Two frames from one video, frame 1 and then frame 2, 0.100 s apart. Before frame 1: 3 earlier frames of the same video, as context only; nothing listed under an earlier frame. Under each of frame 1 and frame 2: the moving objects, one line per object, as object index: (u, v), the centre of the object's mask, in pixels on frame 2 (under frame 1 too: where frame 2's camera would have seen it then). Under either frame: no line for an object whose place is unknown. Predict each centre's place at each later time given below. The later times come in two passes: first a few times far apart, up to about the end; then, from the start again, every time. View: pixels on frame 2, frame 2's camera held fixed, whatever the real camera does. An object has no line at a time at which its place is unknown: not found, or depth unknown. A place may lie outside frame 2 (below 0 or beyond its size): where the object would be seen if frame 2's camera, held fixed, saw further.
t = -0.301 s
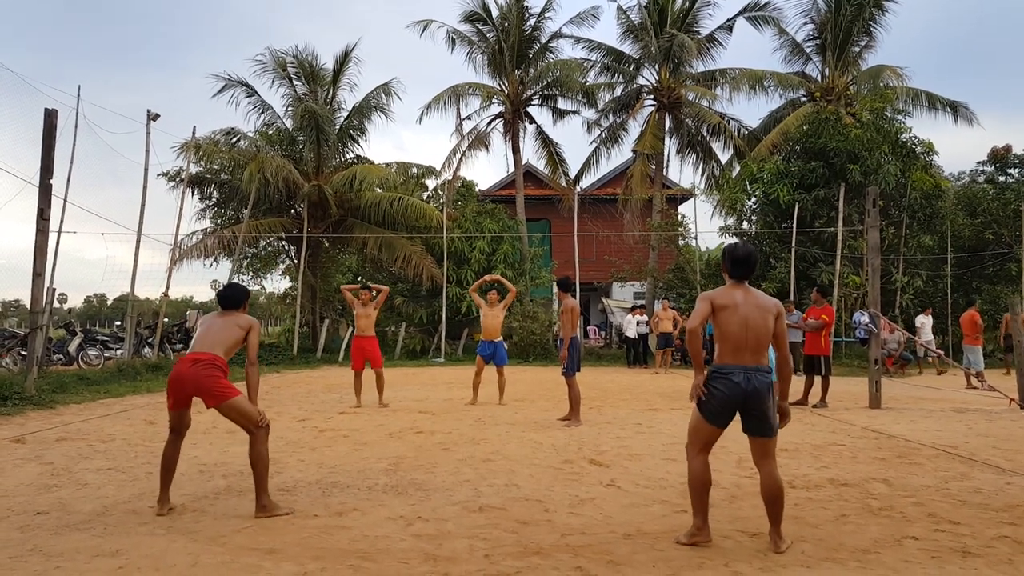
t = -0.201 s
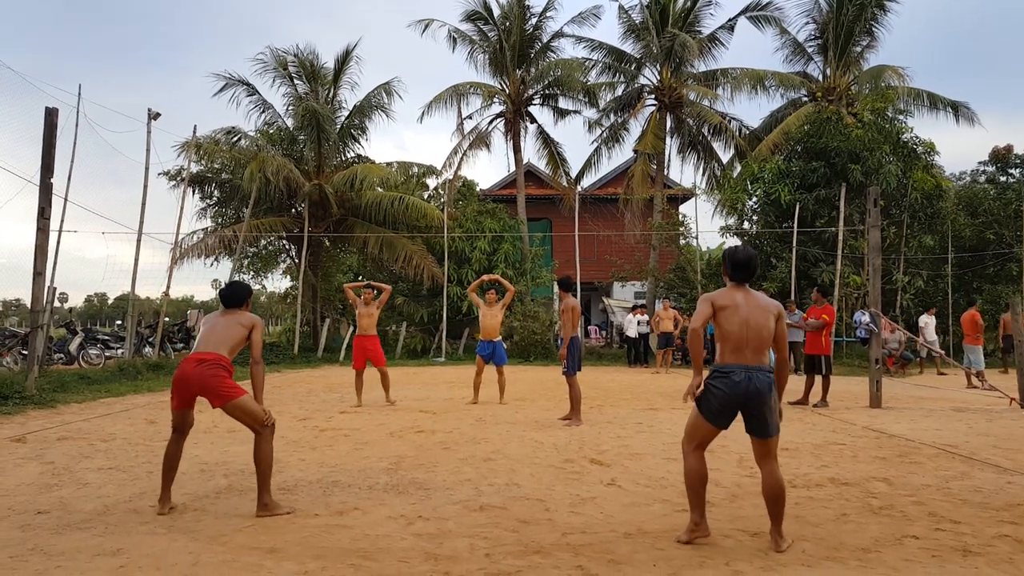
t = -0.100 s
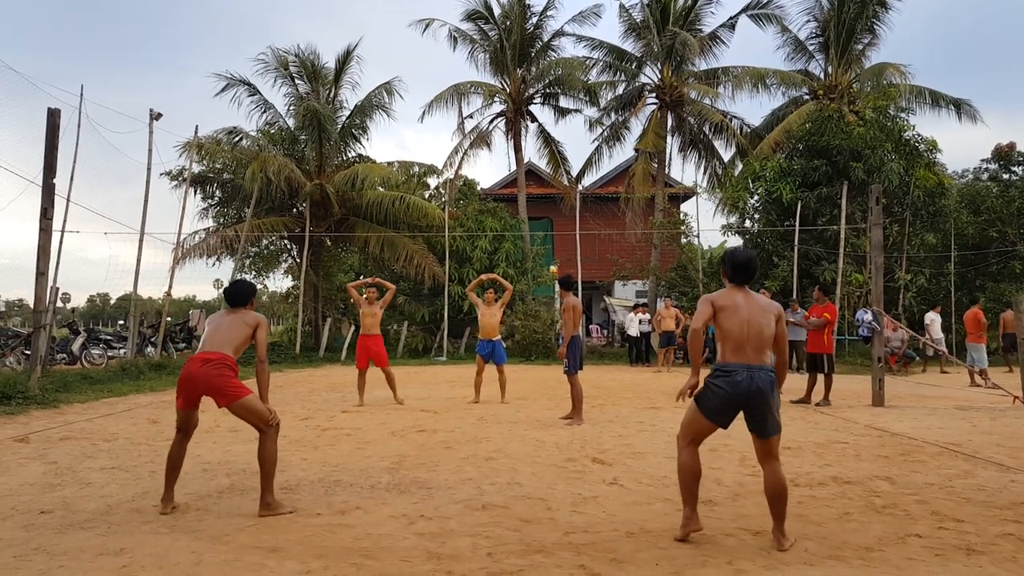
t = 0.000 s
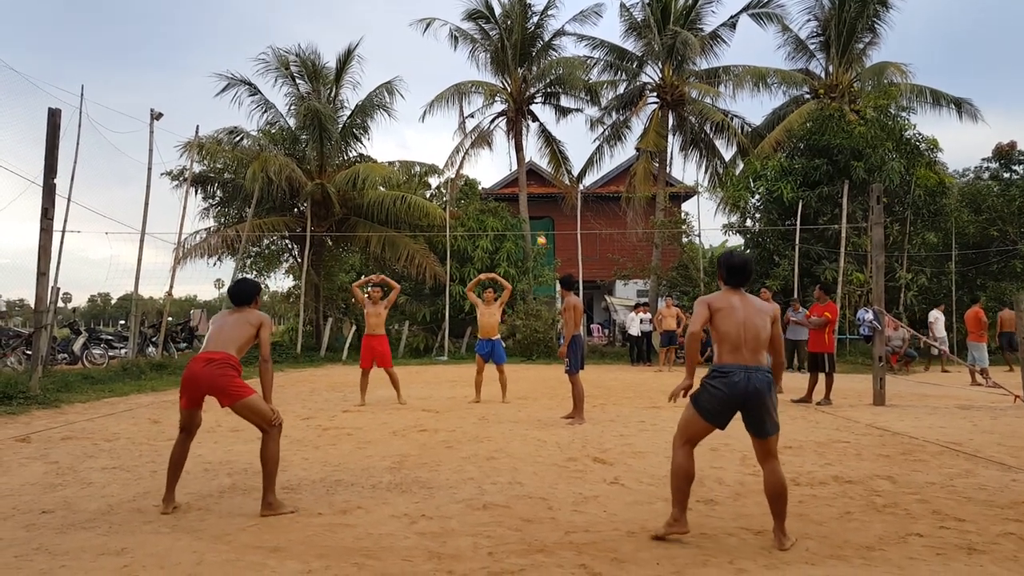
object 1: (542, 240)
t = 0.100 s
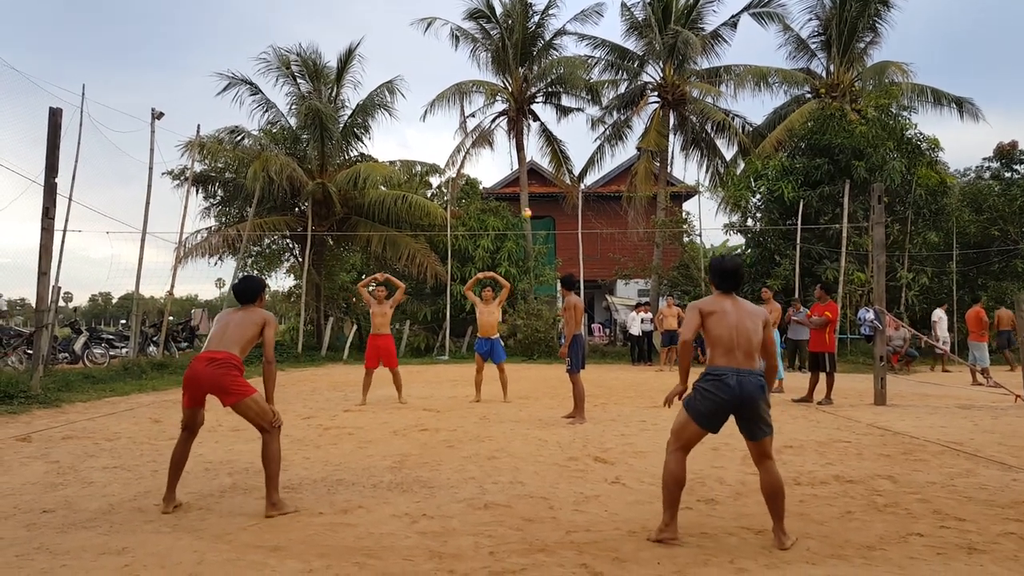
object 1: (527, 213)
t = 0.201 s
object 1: (508, 187)
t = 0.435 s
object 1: (452, 134)
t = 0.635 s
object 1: (382, 99)
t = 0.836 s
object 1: (276, 80)
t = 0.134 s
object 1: (521, 204)
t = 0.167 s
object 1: (515, 196)
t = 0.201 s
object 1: (508, 187)
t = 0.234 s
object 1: (502, 179)
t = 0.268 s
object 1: (494, 171)
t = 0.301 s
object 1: (487, 163)
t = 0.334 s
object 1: (479, 155)
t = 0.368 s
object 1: (471, 148)
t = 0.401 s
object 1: (460, 141)
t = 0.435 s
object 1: (452, 134)
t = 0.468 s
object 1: (442, 127)
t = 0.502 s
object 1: (431, 121)
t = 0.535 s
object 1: (420, 115)
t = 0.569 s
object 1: (408, 109)
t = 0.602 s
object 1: (395, 104)
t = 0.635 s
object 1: (382, 99)
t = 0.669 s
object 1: (367, 94)
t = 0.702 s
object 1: (351, 91)
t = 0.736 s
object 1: (334, 86)
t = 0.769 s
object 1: (317, 83)
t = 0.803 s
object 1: (297, 81)
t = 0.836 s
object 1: (276, 80)
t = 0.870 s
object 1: (253, 80)
